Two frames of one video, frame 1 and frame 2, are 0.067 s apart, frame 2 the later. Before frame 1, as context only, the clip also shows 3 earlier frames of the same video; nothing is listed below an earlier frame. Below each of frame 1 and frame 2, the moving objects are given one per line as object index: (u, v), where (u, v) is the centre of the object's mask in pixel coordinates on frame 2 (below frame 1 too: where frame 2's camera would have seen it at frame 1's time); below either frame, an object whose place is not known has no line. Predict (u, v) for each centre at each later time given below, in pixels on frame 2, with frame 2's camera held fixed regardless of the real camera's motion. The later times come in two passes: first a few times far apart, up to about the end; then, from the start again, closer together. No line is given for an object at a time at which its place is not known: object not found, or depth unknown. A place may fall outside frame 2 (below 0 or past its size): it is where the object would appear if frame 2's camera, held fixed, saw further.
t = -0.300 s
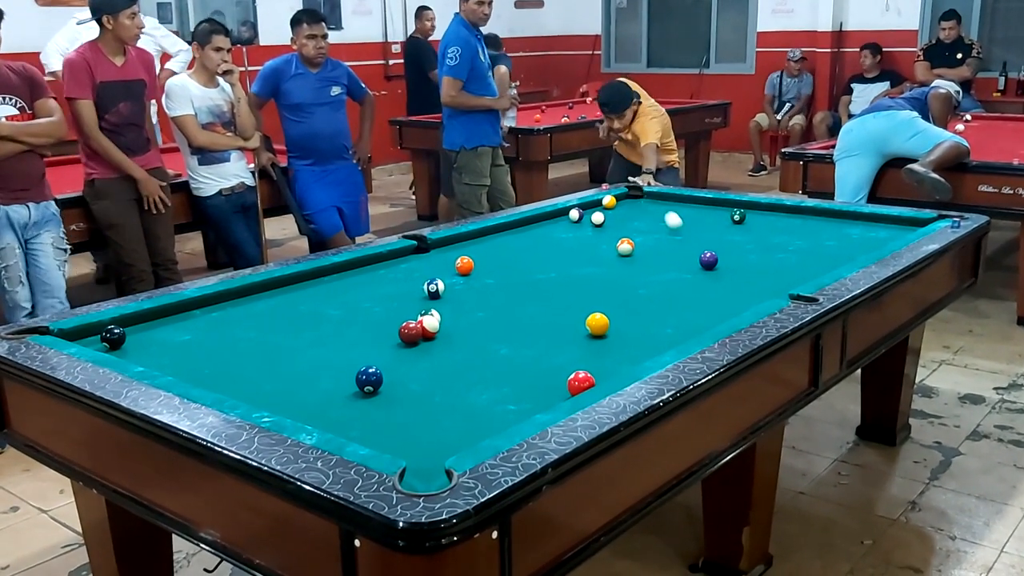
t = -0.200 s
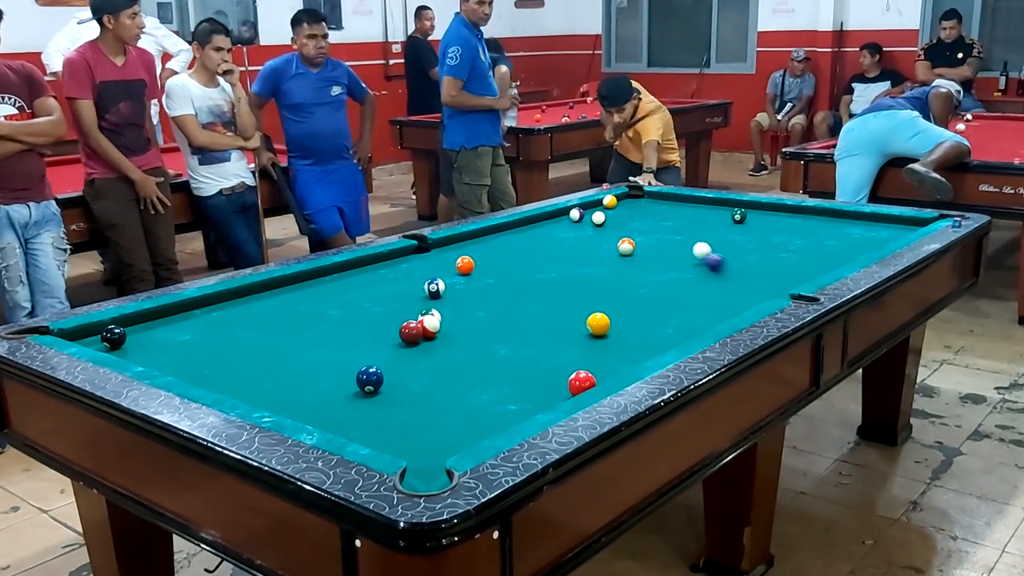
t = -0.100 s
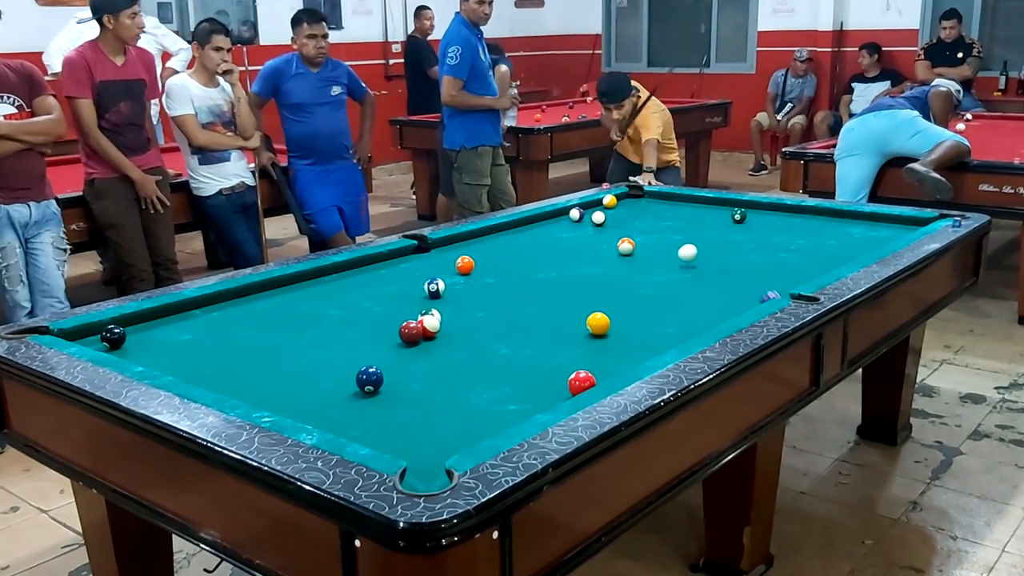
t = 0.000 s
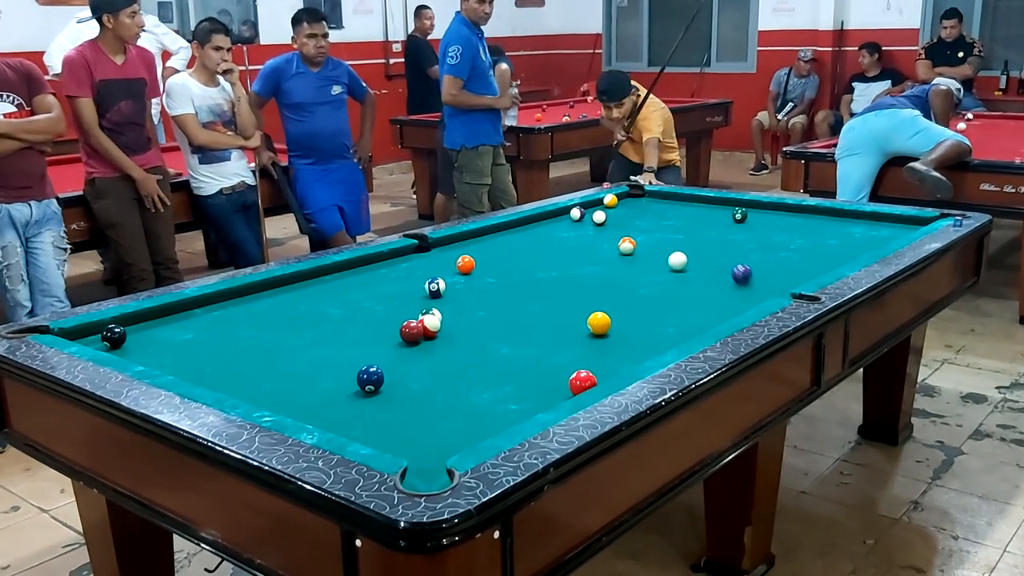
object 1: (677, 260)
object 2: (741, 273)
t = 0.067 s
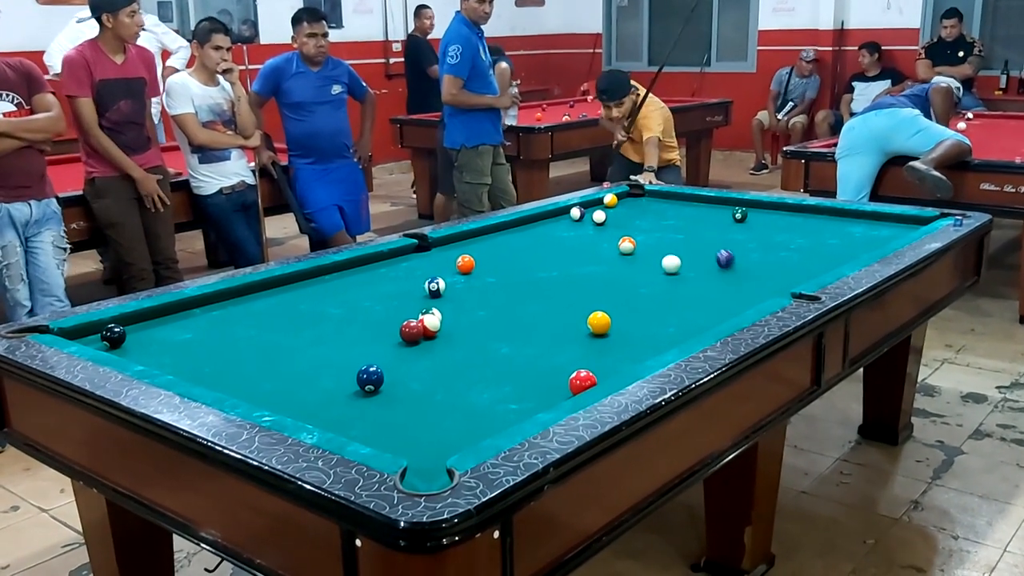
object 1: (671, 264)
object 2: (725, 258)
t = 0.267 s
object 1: (651, 273)
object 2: (685, 223)
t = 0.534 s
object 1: (624, 285)
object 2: (643, 193)
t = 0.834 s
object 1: (593, 299)
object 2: (644, 205)
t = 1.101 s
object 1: (565, 311)
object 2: (677, 217)
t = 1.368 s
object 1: (538, 323)
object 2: (712, 228)
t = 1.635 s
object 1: (511, 335)
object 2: (750, 240)
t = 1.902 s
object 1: (485, 346)
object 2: (791, 253)
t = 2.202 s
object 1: (458, 359)
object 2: (832, 265)
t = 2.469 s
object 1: (435, 368)
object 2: (799, 264)
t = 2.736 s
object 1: (415, 378)
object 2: (770, 260)
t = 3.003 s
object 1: (399, 386)
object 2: (746, 257)
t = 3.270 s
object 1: (385, 393)
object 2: (725, 254)
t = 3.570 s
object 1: (372, 399)
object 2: (706, 252)
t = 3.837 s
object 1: (361, 404)
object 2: (693, 250)
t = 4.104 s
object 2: (682, 249)
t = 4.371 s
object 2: (675, 248)
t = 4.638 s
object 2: (670, 247)
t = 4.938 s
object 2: (668, 246)
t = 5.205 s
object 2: (668, 247)
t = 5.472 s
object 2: (668, 247)
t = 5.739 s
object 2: (667, 247)
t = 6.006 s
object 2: (668, 247)
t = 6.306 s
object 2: (668, 247)
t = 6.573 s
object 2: (668, 247)
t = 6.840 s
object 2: (667, 247)
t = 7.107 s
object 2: (668, 247)
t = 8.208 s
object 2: (668, 247)
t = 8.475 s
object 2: (668, 247)
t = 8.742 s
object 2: (668, 247)
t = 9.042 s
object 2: (667, 246)
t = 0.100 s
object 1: (668, 265)
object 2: (717, 251)
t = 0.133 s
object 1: (665, 267)
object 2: (710, 245)
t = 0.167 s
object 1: (661, 268)
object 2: (703, 239)
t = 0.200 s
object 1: (658, 270)
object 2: (697, 233)
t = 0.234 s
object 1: (654, 272)
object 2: (691, 228)
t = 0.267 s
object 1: (651, 273)
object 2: (685, 223)
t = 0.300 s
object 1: (647, 274)
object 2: (680, 218)
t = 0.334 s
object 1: (644, 276)
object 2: (675, 213)
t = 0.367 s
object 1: (641, 277)
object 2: (670, 209)
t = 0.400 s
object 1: (637, 279)
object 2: (665, 205)
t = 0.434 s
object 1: (634, 280)
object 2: (661, 201)
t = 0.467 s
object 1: (631, 282)
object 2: (657, 198)
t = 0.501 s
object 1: (627, 283)
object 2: (653, 194)
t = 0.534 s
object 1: (624, 285)
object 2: (643, 193)
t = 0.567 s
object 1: (620, 287)
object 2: (630, 195)
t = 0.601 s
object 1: (617, 288)
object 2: (622, 196)
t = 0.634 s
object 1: (613, 290)
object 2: (621, 198)
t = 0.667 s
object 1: (610, 291)
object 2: (625, 199)
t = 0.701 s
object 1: (607, 293)
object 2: (629, 201)
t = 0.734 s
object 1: (603, 294)
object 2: (632, 202)
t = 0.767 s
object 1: (600, 296)
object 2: (637, 203)
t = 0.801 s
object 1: (596, 297)
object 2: (640, 205)
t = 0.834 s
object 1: (593, 299)
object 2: (644, 205)
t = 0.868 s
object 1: (590, 300)
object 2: (649, 207)
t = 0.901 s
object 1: (586, 302)
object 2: (652, 208)
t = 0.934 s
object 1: (582, 303)
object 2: (656, 210)
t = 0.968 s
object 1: (579, 305)
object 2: (660, 211)
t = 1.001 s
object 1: (576, 306)
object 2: (664, 212)
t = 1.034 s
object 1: (572, 308)
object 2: (669, 214)
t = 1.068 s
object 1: (569, 309)
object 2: (673, 215)
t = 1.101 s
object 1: (565, 311)
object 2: (677, 217)
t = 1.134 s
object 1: (562, 313)
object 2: (681, 218)
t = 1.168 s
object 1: (558, 315)
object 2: (686, 219)
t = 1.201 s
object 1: (555, 316)
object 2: (690, 221)
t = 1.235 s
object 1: (552, 318)
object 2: (694, 222)
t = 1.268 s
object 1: (548, 319)
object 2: (698, 223)
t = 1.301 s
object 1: (545, 321)
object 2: (703, 224)
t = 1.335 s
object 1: (541, 322)
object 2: (708, 226)
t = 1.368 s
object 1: (538, 323)
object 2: (712, 228)
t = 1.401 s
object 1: (534, 325)
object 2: (717, 229)
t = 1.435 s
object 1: (531, 327)
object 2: (721, 230)
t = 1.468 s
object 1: (527, 328)
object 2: (726, 232)
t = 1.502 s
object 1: (524, 330)
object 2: (731, 233)
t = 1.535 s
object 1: (521, 331)
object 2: (736, 235)
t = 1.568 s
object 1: (517, 332)
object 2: (740, 237)
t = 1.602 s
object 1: (514, 334)
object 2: (745, 238)
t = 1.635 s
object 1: (511, 335)
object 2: (750, 240)
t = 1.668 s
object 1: (508, 336)
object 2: (755, 241)
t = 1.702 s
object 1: (504, 338)
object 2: (760, 243)
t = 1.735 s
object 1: (501, 340)
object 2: (765, 244)
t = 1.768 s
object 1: (498, 341)
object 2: (770, 246)
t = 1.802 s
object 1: (495, 342)
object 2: (775, 248)
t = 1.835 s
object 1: (492, 344)
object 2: (780, 250)
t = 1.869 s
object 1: (488, 345)
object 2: (785, 252)
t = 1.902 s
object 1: (485, 346)
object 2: (791, 253)
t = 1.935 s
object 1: (482, 348)
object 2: (796, 255)
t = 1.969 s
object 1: (479, 349)
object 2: (801, 257)
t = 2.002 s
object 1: (476, 351)
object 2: (807, 259)
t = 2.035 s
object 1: (473, 352)
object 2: (812, 260)
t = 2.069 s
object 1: (470, 353)
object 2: (818, 262)
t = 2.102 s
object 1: (467, 355)
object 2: (823, 264)
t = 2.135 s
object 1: (464, 356)
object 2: (828, 264)
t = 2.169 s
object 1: (461, 357)
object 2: (832, 264)
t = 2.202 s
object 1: (458, 359)
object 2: (832, 265)
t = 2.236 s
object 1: (455, 360)
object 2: (828, 265)
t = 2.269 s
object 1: (452, 361)
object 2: (824, 266)
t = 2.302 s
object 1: (449, 362)
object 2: (820, 266)
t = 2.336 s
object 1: (446, 364)
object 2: (816, 266)
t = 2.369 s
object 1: (443, 365)
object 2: (811, 266)
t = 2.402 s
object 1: (441, 366)
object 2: (807, 265)
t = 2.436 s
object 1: (438, 367)
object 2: (803, 265)
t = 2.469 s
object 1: (435, 368)
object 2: (799, 264)
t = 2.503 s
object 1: (433, 370)
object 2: (795, 263)
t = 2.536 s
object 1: (430, 371)
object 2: (791, 263)
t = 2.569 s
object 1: (428, 372)
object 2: (788, 263)
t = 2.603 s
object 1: (425, 373)
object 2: (784, 262)
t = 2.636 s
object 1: (423, 374)
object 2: (780, 262)
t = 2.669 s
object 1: (420, 376)
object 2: (777, 261)
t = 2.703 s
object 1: (418, 377)
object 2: (773, 261)
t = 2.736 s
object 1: (415, 378)
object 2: (770, 260)
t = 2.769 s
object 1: (413, 379)
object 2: (767, 260)
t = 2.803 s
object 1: (411, 380)
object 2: (764, 259)
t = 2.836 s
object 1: (409, 381)
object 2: (760, 259)
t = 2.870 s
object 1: (407, 382)
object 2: (757, 259)
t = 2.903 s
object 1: (405, 383)
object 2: (754, 258)
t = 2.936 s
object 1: (403, 384)
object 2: (751, 258)
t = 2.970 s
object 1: (401, 385)
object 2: (748, 258)
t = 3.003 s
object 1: (399, 386)
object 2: (746, 257)
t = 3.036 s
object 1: (397, 387)
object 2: (743, 257)
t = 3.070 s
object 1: (395, 388)
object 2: (740, 256)
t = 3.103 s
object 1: (393, 389)
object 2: (737, 256)
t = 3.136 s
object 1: (392, 389)
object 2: (735, 256)
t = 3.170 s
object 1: (390, 390)
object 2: (732, 255)
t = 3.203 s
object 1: (388, 391)
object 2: (730, 255)
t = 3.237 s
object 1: (387, 392)
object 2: (727, 255)
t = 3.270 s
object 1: (385, 393)
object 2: (725, 254)
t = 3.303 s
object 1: (384, 394)
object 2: (722, 254)
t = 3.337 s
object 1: (382, 394)
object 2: (720, 254)
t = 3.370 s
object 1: (381, 395)
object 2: (718, 254)
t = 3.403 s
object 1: (379, 396)
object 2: (716, 253)
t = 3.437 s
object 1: (377, 397)
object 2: (714, 253)
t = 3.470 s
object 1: (376, 397)
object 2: (712, 253)
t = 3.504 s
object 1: (375, 398)
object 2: (710, 252)
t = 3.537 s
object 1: (373, 399)
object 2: (708, 252)
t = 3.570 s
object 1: (372, 399)
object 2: (706, 252)
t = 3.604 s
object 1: (370, 400)
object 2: (704, 252)
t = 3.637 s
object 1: (369, 401)
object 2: (702, 251)
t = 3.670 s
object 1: (368, 401)
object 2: (701, 251)
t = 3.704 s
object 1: (366, 401)
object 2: (699, 251)
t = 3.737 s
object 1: (365, 402)
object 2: (697, 251)
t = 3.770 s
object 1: (363, 403)
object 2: (696, 250)
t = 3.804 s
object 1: (362, 403)
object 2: (694, 250)
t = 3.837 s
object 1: (361, 404)
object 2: (693, 250)
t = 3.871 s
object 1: (360, 404)
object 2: (691, 250)
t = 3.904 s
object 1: (359, 404)
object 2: (690, 250)
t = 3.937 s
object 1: (358, 405)
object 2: (688, 250)
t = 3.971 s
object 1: (357, 405)
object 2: (687, 249)
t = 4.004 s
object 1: (356, 405)
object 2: (686, 249)
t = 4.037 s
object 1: (356, 406)
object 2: (685, 249)
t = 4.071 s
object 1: (355, 406)
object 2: (683, 249)
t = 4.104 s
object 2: (682, 249)
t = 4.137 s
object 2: (681, 248)
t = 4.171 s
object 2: (680, 248)
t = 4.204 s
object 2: (679, 248)
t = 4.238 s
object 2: (678, 248)
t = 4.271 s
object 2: (677, 248)
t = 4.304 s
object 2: (676, 248)
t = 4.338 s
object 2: (675, 248)
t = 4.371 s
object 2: (675, 248)
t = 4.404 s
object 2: (674, 248)
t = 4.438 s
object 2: (673, 247)
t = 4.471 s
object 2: (673, 247)
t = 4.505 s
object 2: (672, 247)
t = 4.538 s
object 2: (671, 247)
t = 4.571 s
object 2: (671, 247)
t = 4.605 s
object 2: (670, 247)
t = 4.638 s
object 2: (670, 247)
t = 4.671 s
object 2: (669, 247)
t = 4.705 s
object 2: (669, 247)
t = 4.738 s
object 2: (669, 247)
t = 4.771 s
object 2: (669, 247)
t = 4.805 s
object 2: (669, 247)
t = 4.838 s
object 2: (668, 246)
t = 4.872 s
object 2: (668, 246)
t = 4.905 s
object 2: (668, 246)
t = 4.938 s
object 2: (668, 246)
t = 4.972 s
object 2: (668, 247)
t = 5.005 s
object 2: (668, 247)
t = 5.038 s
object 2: (668, 247)
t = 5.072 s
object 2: (668, 247)
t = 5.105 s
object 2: (668, 247)
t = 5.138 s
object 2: (668, 247)
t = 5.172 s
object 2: (668, 247)
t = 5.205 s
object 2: (668, 247)
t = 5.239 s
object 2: (668, 247)
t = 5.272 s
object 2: (668, 246)
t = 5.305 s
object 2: (668, 247)
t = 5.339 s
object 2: (668, 247)
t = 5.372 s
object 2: (668, 247)
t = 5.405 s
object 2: (668, 247)
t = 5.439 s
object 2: (668, 247)
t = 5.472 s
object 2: (668, 247)
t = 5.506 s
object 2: (668, 247)
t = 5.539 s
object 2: (668, 247)
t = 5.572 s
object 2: (667, 247)
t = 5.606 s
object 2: (668, 247)
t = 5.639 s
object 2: (668, 246)
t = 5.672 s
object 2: (668, 247)
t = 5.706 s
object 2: (668, 247)
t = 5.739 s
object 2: (667, 247)
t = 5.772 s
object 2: (668, 247)
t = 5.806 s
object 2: (668, 247)
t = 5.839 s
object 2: (668, 247)
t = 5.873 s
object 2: (668, 247)
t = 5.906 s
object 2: (668, 247)
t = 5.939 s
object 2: (668, 247)
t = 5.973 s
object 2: (668, 247)
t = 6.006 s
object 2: (668, 247)
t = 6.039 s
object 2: (668, 247)
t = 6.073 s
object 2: (668, 247)
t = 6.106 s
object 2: (668, 247)
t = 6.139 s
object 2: (668, 247)
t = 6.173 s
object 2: (668, 247)
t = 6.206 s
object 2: (667, 247)
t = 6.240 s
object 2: (668, 247)
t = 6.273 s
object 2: (668, 247)
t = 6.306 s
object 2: (668, 247)
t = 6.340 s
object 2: (668, 247)
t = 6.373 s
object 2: (668, 247)
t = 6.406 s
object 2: (668, 247)
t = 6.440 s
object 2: (668, 247)
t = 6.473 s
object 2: (668, 247)
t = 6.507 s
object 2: (667, 247)
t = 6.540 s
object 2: (668, 247)
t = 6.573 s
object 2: (668, 247)
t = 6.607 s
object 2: (668, 247)
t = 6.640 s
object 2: (668, 247)
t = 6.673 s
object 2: (668, 247)
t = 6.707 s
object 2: (668, 247)
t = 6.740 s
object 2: (668, 247)
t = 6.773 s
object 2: (667, 247)
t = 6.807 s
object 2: (667, 247)
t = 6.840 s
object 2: (667, 247)
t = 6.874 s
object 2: (668, 247)
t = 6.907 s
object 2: (668, 247)
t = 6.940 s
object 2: (668, 247)
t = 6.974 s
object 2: (668, 247)
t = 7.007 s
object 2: (668, 247)
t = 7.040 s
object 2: (668, 247)
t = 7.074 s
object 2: (668, 247)
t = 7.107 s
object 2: (668, 247)
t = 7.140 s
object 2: (668, 247)
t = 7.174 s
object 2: (668, 247)
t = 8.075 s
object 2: (668, 247)
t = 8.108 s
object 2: (668, 247)
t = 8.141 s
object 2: (668, 247)
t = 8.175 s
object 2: (668, 247)
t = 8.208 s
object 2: (668, 247)
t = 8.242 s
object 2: (667, 247)
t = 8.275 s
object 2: (668, 247)
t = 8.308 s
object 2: (668, 247)
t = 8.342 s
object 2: (667, 247)
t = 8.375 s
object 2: (668, 247)
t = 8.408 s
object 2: (668, 247)
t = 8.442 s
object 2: (668, 247)
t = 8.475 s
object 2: (668, 247)
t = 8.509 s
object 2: (668, 247)
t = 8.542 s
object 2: (668, 247)
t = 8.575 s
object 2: (668, 247)
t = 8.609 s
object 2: (668, 247)
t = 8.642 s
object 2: (668, 247)
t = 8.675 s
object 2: (668, 247)
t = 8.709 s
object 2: (668, 246)
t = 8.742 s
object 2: (668, 247)
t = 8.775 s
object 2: (668, 247)
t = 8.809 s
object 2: (668, 247)
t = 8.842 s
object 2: (668, 247)
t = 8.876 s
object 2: (668, 247)
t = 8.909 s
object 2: (667, 247)
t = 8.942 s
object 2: (668, 246)
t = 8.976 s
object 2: (667, 247)
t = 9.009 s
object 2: (667, 247)
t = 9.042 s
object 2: (667, 246)
